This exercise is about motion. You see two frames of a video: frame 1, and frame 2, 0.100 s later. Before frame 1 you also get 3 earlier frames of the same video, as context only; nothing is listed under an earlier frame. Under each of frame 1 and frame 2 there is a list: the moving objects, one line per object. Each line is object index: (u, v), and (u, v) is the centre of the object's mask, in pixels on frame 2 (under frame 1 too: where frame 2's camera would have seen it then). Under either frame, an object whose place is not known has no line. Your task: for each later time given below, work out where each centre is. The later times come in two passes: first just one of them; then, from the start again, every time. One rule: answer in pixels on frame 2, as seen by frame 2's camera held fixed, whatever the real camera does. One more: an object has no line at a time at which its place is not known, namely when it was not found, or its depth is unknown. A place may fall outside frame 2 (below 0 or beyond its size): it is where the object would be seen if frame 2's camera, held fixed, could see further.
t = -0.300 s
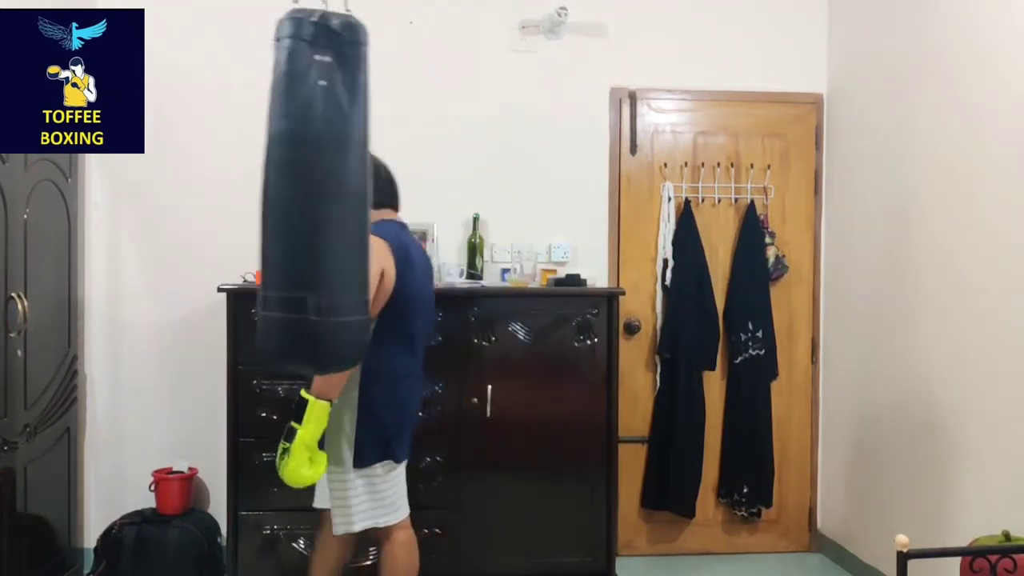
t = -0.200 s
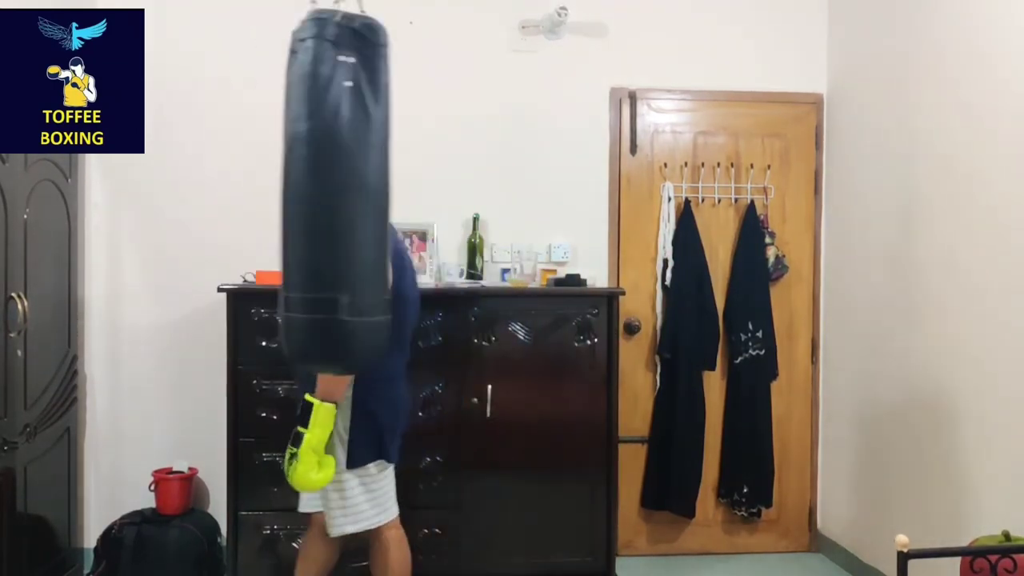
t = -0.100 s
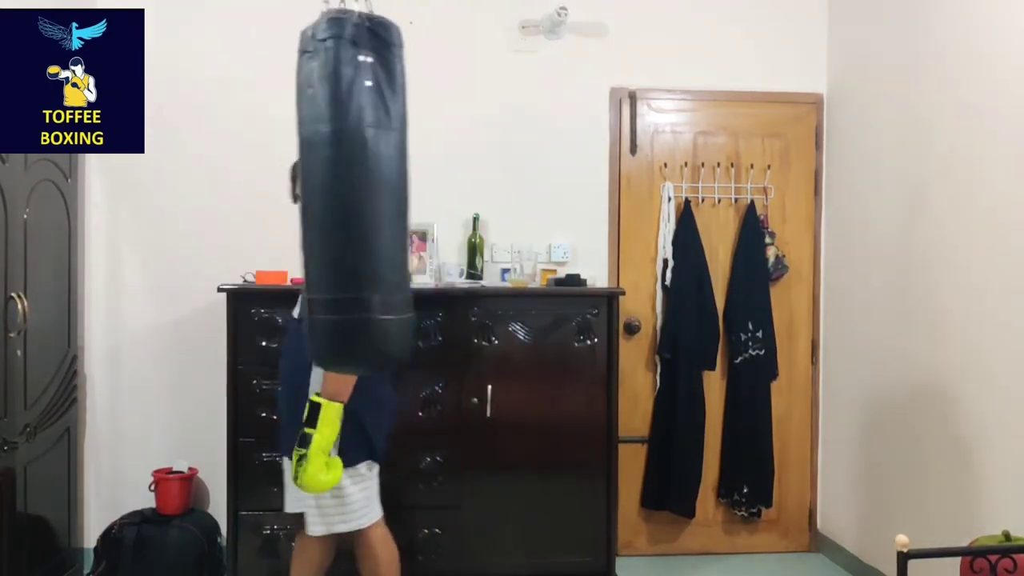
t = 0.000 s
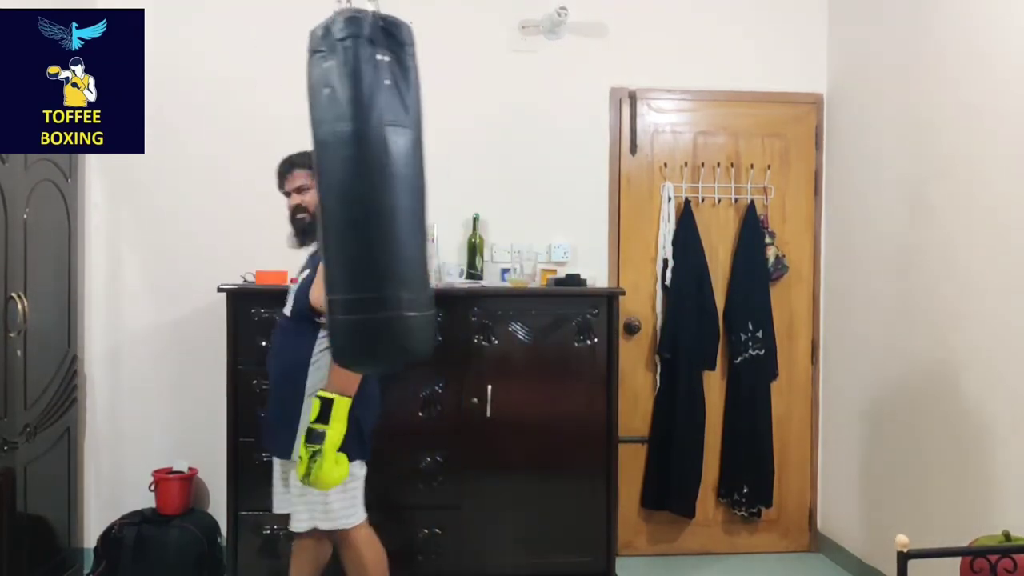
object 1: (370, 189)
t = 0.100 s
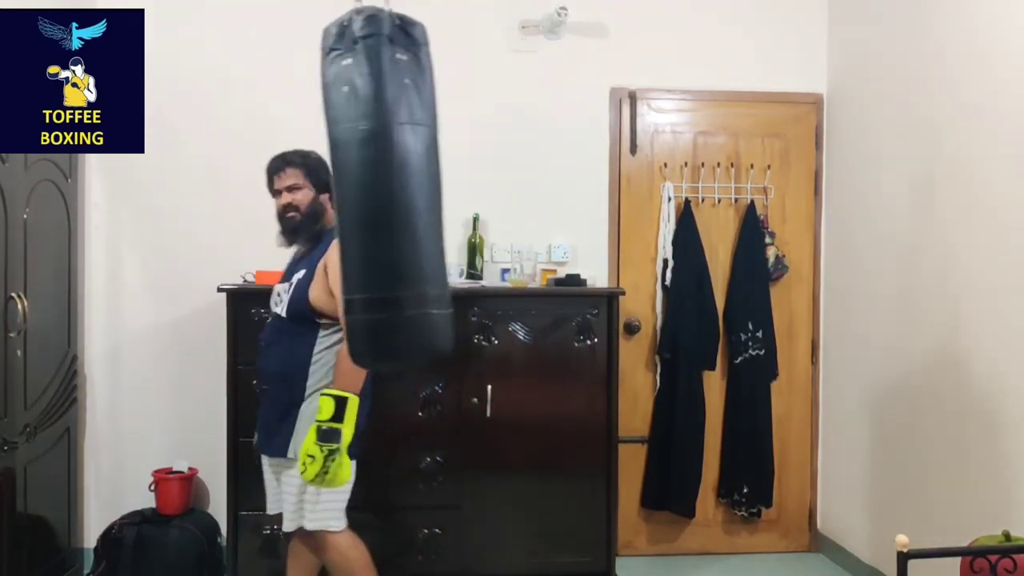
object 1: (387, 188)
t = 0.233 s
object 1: (401, 187)
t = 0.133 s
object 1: (391, 186)
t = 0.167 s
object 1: (394, 186)
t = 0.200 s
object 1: (398, 185)
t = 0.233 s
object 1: (401, 187)
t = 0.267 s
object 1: (403, 186)
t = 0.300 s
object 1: (406, 186)
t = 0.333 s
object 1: (406, 185)
